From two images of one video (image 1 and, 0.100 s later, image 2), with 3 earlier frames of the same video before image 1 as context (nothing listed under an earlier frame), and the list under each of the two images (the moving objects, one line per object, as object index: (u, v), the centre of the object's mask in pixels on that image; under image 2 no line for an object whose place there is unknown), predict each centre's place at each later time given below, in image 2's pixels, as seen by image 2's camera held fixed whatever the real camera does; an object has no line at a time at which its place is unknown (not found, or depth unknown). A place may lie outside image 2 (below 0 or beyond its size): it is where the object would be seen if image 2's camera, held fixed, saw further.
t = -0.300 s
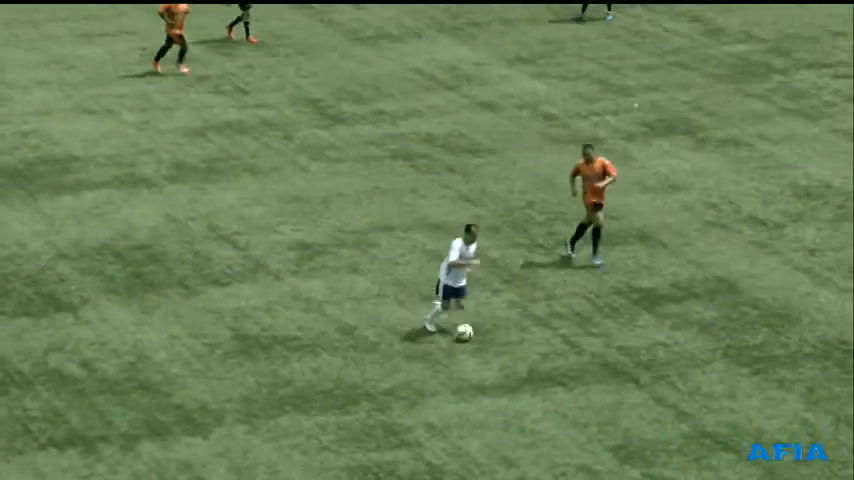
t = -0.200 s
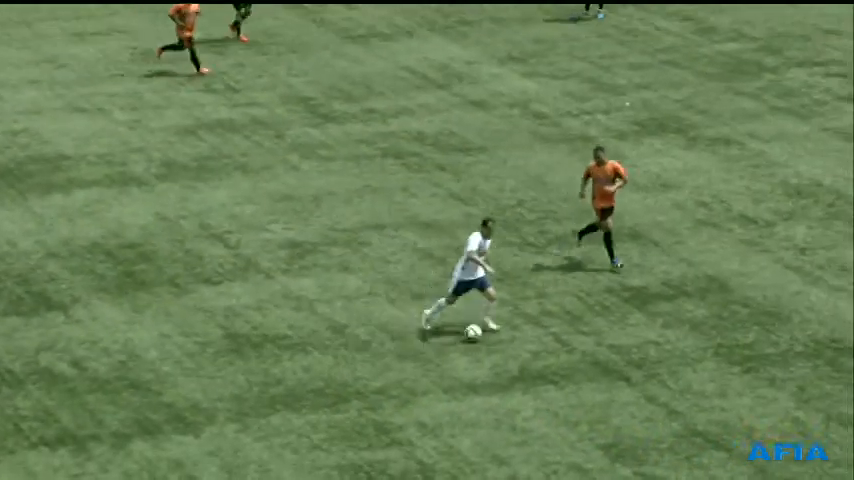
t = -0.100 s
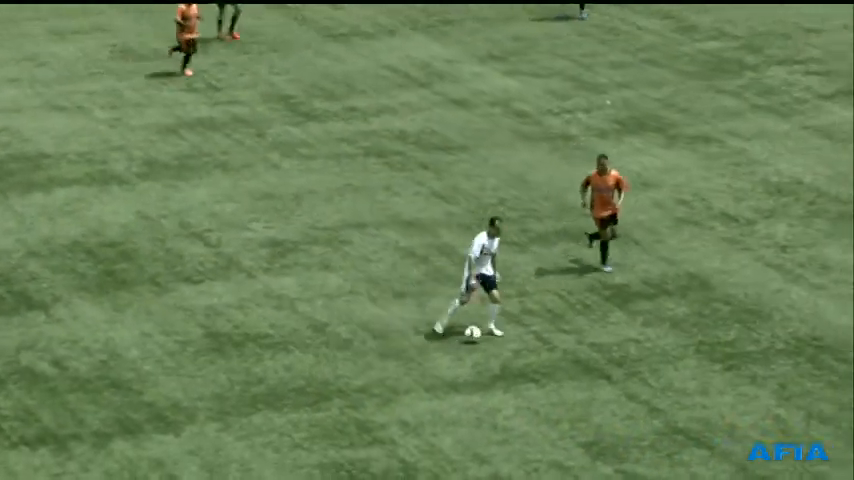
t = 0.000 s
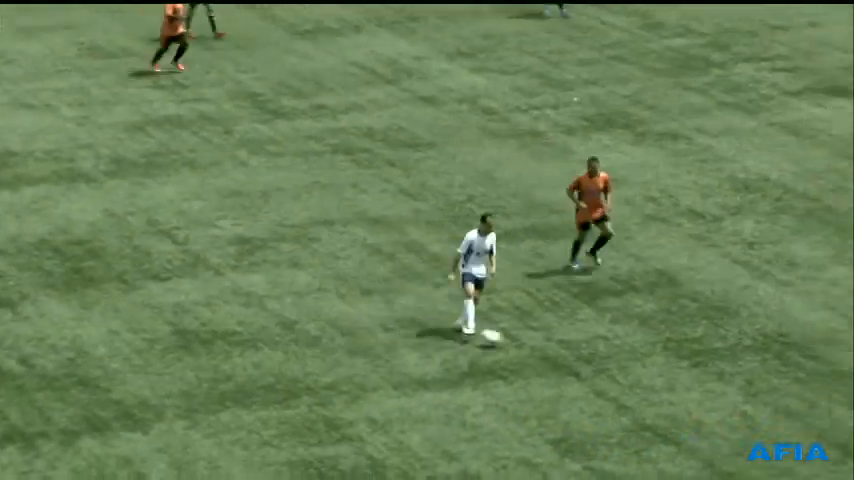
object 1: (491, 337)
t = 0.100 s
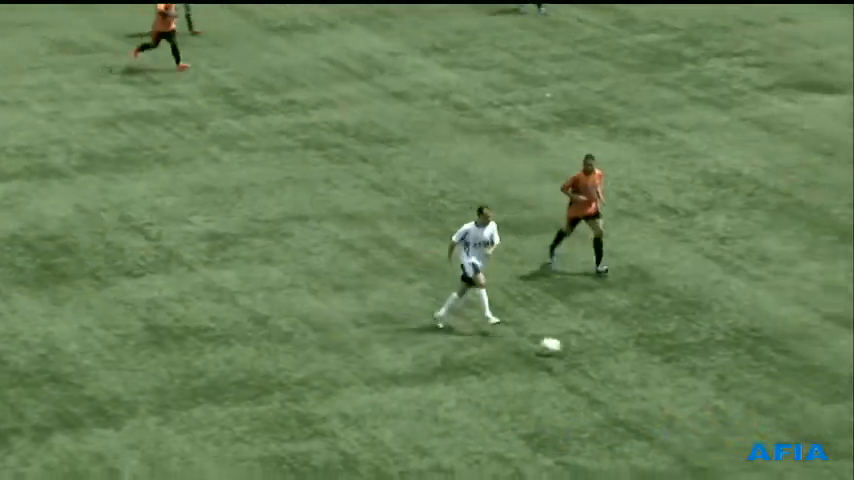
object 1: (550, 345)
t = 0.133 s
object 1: (577, 350)
